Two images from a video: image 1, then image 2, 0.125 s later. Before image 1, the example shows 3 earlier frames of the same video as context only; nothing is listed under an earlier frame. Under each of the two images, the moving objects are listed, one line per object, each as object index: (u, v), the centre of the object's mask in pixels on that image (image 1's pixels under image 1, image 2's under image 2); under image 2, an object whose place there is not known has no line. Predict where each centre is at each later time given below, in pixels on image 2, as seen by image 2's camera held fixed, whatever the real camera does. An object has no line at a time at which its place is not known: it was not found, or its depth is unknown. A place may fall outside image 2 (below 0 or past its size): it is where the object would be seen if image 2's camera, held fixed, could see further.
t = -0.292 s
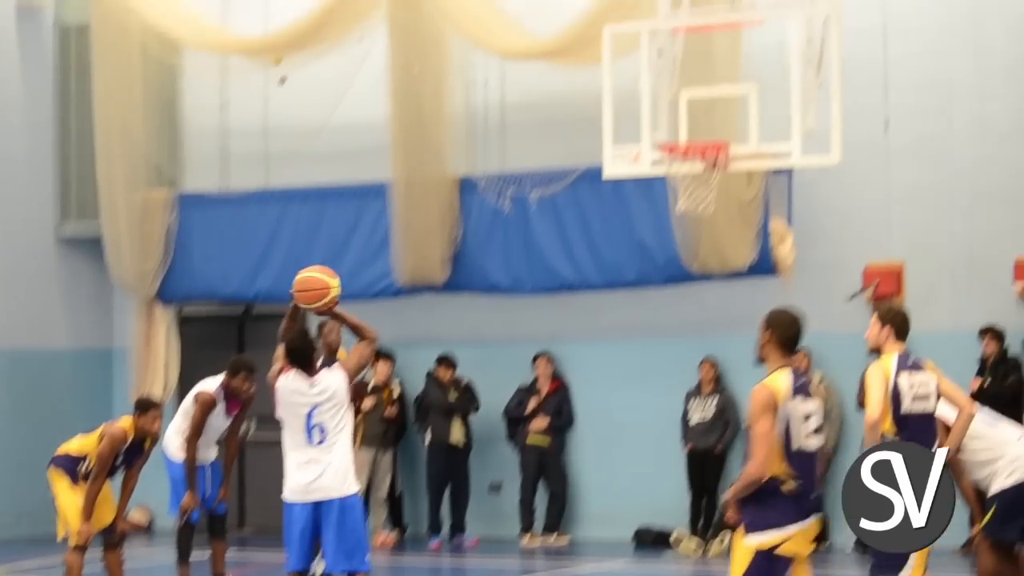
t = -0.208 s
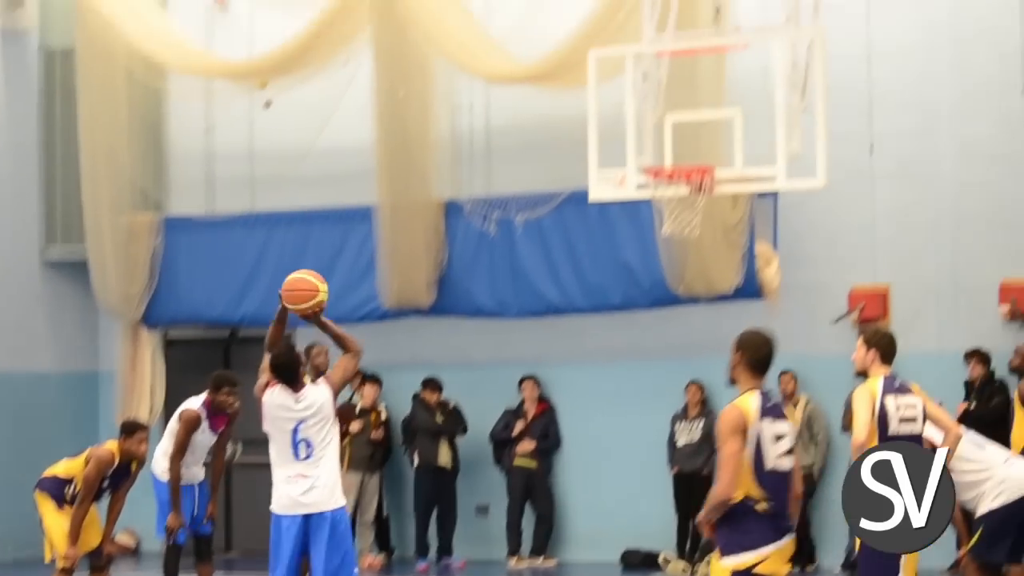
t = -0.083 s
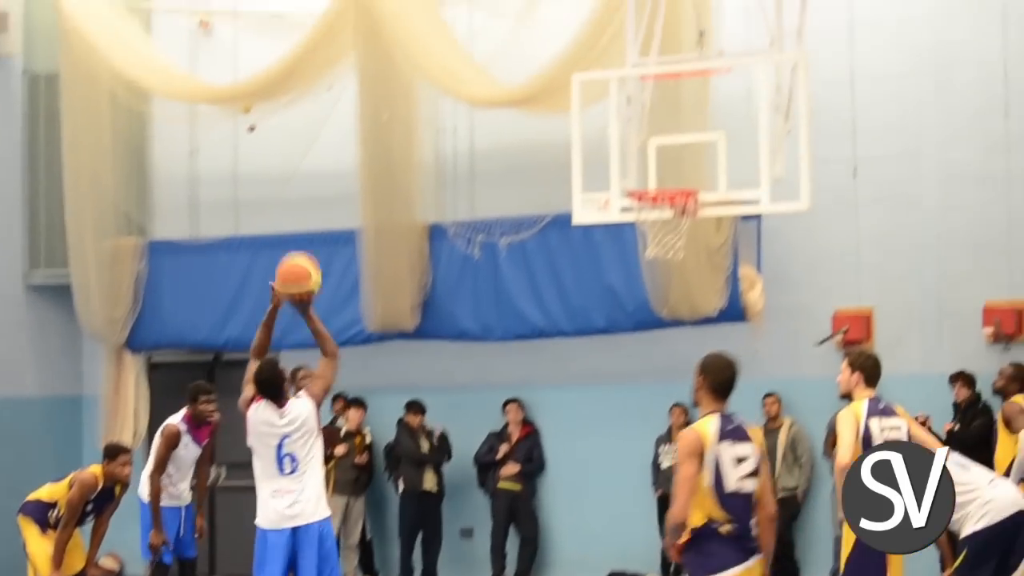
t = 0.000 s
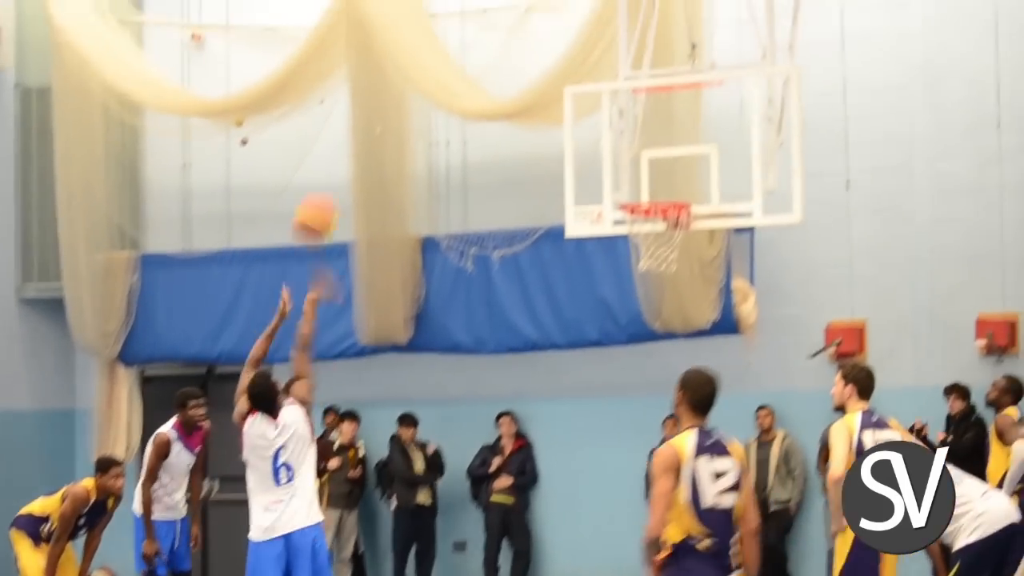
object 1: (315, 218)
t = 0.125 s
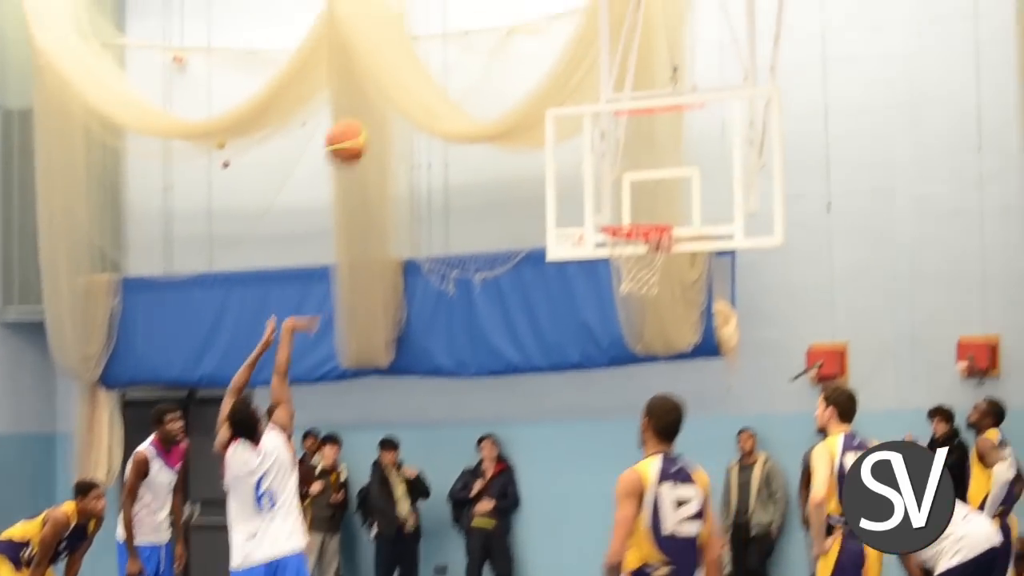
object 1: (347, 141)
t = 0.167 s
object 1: (363, 116)
